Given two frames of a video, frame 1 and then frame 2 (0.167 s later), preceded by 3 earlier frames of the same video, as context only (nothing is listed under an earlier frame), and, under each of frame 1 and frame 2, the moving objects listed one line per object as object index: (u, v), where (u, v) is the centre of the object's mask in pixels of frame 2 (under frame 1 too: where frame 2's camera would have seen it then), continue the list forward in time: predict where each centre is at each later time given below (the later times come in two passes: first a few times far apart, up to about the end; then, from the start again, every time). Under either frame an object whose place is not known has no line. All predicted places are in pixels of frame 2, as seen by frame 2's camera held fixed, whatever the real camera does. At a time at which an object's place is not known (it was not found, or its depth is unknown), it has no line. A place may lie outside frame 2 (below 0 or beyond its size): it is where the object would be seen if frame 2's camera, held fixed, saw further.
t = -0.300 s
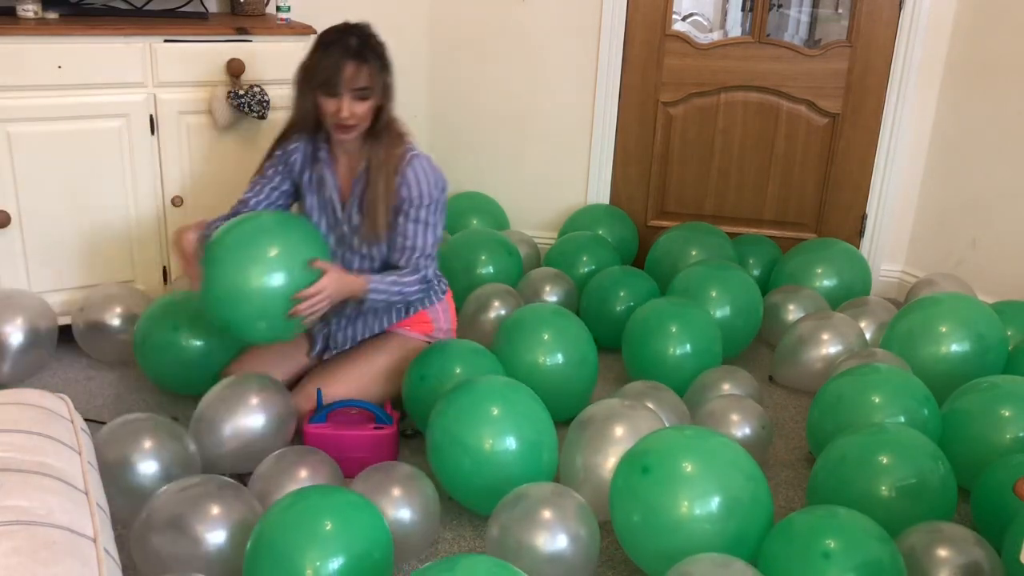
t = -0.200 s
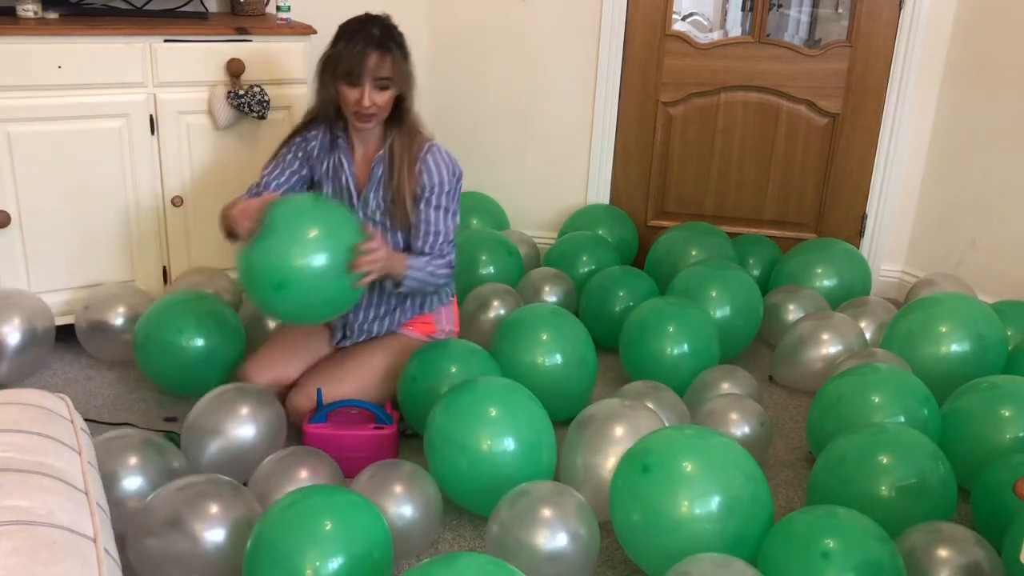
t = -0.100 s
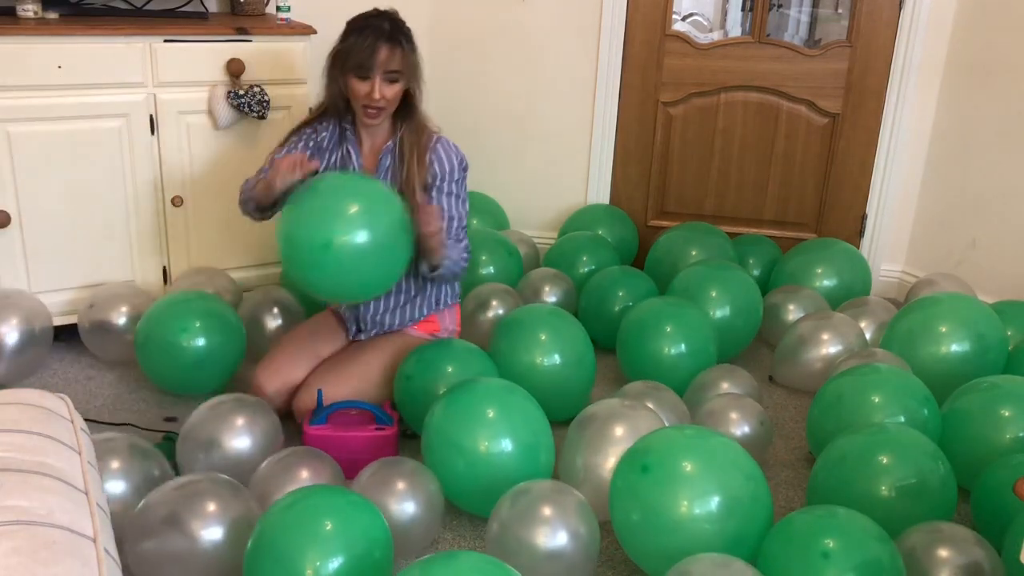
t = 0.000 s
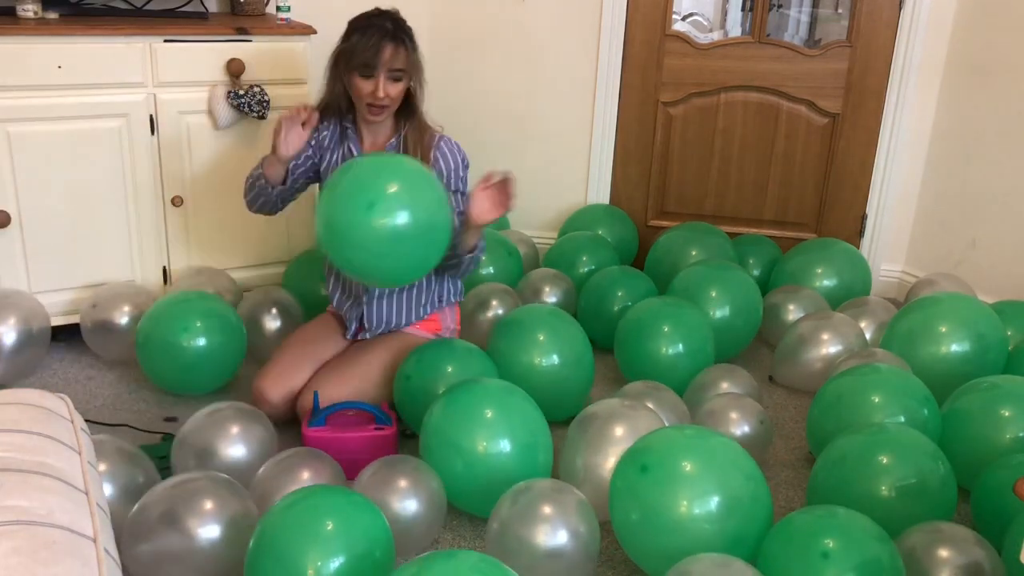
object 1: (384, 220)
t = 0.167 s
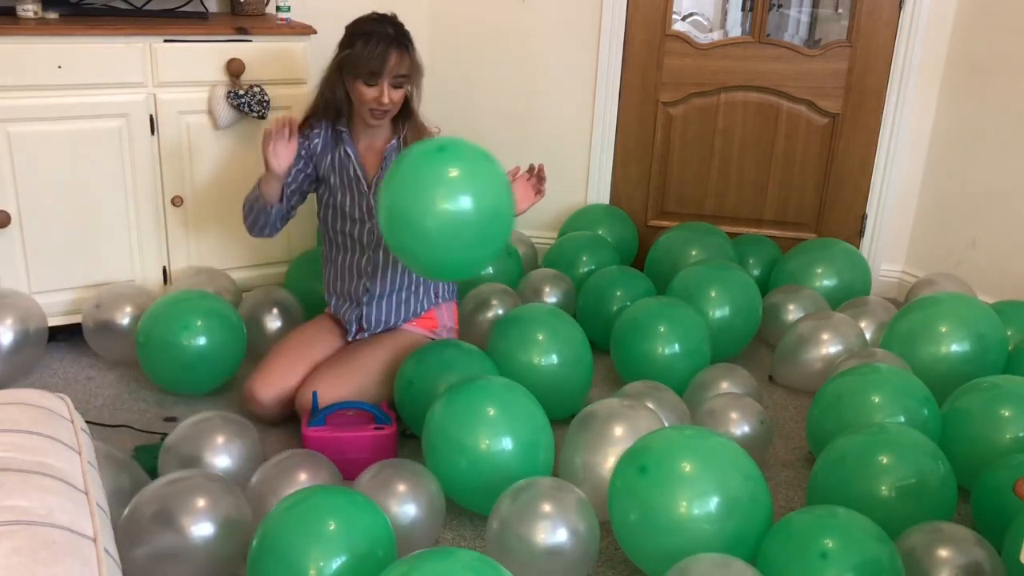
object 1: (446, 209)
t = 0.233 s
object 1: (469, 212)
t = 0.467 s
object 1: (537, 251)
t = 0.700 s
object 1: (584, 324)
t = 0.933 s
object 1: (588, 324)
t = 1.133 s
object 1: (584, 318)
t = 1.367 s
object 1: (579, 328)
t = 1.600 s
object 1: (574, 348)
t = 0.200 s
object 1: (457, 210)
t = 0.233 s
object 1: (469, 212)
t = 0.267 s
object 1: (480, 215)
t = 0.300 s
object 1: (490, 220)
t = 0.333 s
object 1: (500, 225)
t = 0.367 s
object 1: (510, 230)
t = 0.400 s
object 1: (520, 237)
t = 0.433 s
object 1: (528, 243)
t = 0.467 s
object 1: (537, 251)
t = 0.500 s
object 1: (545, 260)
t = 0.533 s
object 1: (554, 269)
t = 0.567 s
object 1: (561, 279)
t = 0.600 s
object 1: (568, 290)
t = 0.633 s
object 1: (573, 301)
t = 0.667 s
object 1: (579, 312)
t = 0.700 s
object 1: (584, 324)
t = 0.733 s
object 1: (588, 336)
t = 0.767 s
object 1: (591, 344)
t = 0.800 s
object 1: (590, 339)
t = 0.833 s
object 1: (590, 334)
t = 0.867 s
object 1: (589, 331)
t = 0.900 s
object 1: (588, 327)
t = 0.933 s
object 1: (588, 324)
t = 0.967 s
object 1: (588, 321)
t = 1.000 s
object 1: (587, 320)
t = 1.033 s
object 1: (586, 319)
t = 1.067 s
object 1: (586, 318)
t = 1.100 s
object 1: (585, 318)
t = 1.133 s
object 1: (584, 318)
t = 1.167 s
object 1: (583, 319)
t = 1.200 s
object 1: (582, 321)
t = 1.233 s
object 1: (581, 323)
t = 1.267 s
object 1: (581, 324)
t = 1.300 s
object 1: (580, 324)
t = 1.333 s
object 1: (580, 326)
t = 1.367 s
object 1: (579, 328)
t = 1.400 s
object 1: (579, 331)
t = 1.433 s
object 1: (578, 334)
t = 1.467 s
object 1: (577, 336)
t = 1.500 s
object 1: (577, 338)
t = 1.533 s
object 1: (575, 341)
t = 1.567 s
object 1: (575, 344)
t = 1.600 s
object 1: (574, 348)
